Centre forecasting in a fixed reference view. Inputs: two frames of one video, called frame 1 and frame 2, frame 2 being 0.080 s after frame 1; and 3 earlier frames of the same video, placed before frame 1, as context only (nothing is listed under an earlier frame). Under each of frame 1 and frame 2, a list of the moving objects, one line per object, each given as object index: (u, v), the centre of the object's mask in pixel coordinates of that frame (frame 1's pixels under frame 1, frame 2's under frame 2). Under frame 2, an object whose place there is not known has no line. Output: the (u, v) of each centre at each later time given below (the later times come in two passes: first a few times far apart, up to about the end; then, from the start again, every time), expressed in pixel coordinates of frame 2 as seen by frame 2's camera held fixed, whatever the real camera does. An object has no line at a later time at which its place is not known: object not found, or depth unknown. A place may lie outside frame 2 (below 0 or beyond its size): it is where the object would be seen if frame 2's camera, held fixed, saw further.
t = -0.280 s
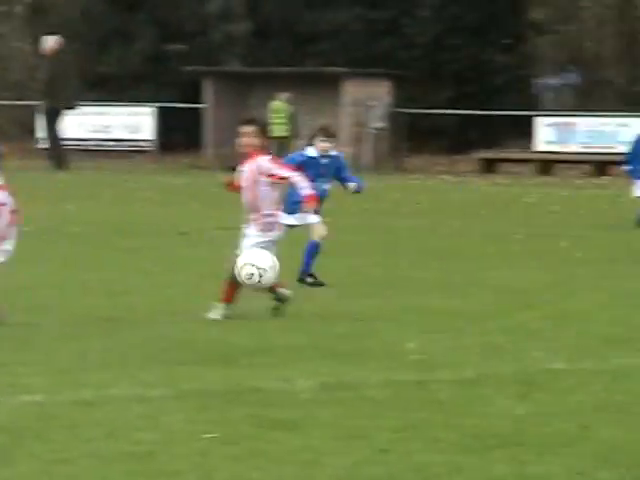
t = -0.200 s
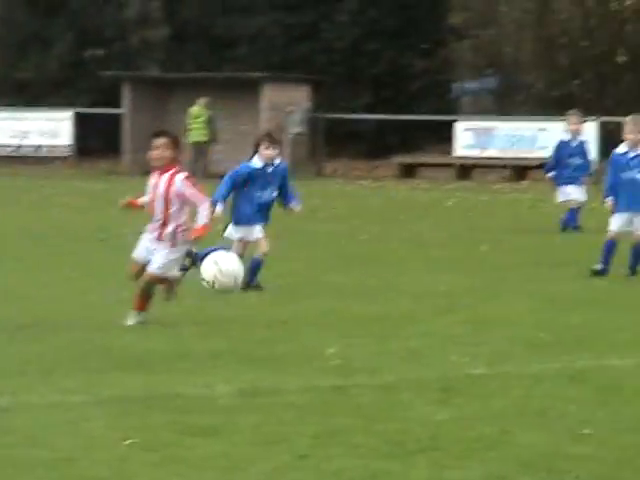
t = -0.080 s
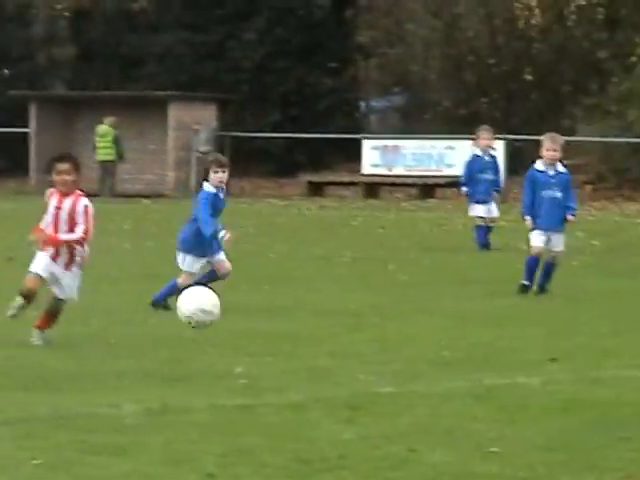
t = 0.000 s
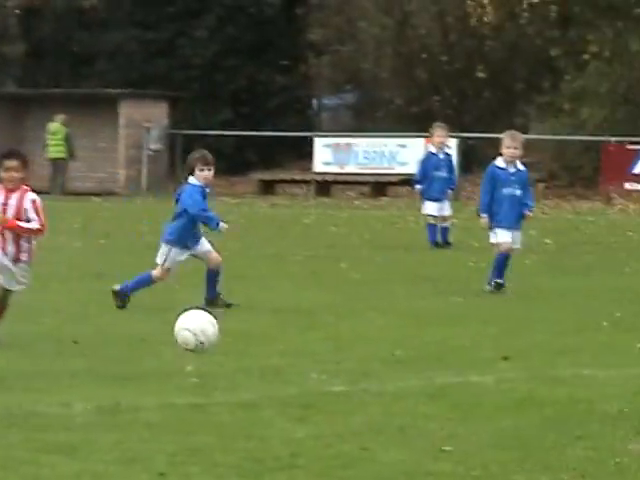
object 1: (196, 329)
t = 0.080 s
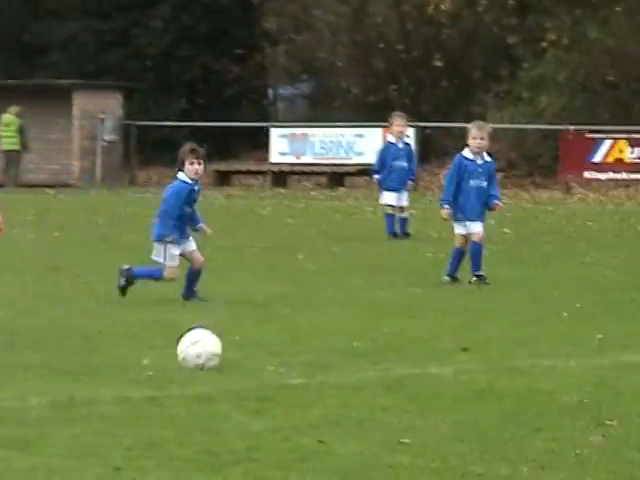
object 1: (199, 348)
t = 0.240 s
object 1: (295, 322)
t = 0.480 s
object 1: (442, 343)
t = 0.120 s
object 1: (223, 339)
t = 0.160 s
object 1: (247, 330)
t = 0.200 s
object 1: (270, 324)
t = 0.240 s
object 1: (295, 322)
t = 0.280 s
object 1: (319, 323)
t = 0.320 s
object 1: (344, 326)
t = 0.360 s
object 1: (369, 333)
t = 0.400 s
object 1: (394, 343)
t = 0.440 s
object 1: (418, 348)
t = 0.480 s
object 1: (442, 343)
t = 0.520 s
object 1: (467, 340)
